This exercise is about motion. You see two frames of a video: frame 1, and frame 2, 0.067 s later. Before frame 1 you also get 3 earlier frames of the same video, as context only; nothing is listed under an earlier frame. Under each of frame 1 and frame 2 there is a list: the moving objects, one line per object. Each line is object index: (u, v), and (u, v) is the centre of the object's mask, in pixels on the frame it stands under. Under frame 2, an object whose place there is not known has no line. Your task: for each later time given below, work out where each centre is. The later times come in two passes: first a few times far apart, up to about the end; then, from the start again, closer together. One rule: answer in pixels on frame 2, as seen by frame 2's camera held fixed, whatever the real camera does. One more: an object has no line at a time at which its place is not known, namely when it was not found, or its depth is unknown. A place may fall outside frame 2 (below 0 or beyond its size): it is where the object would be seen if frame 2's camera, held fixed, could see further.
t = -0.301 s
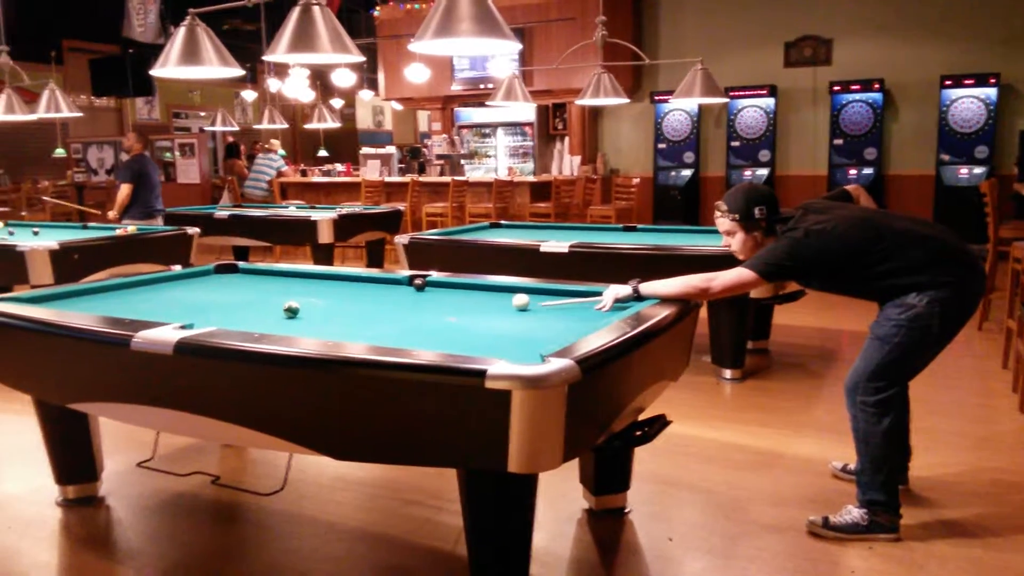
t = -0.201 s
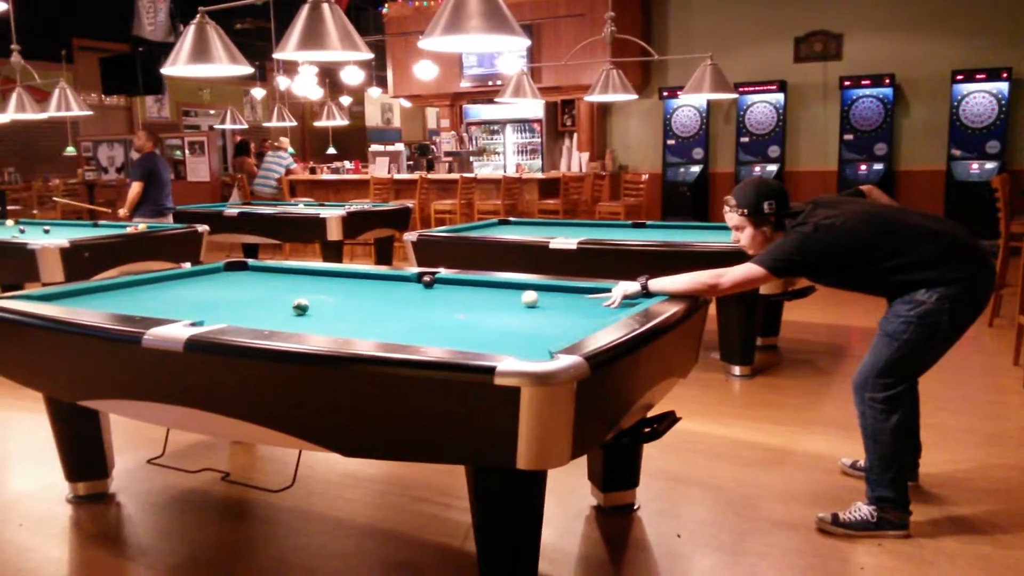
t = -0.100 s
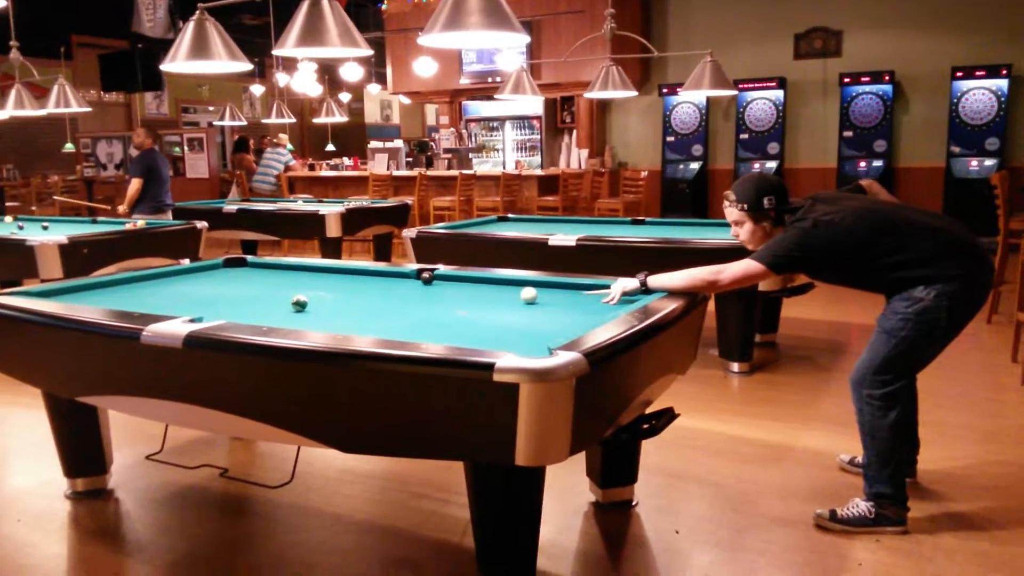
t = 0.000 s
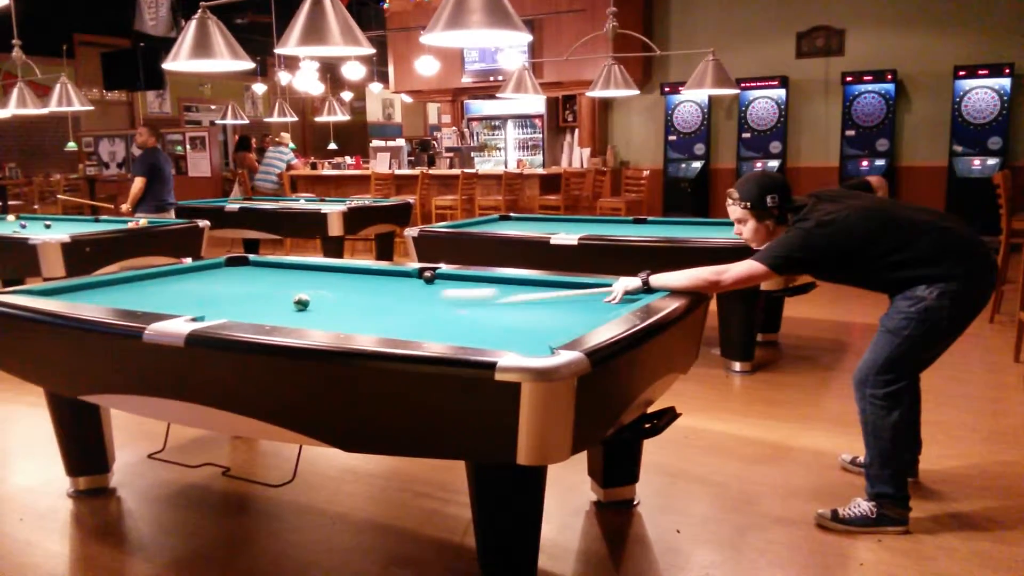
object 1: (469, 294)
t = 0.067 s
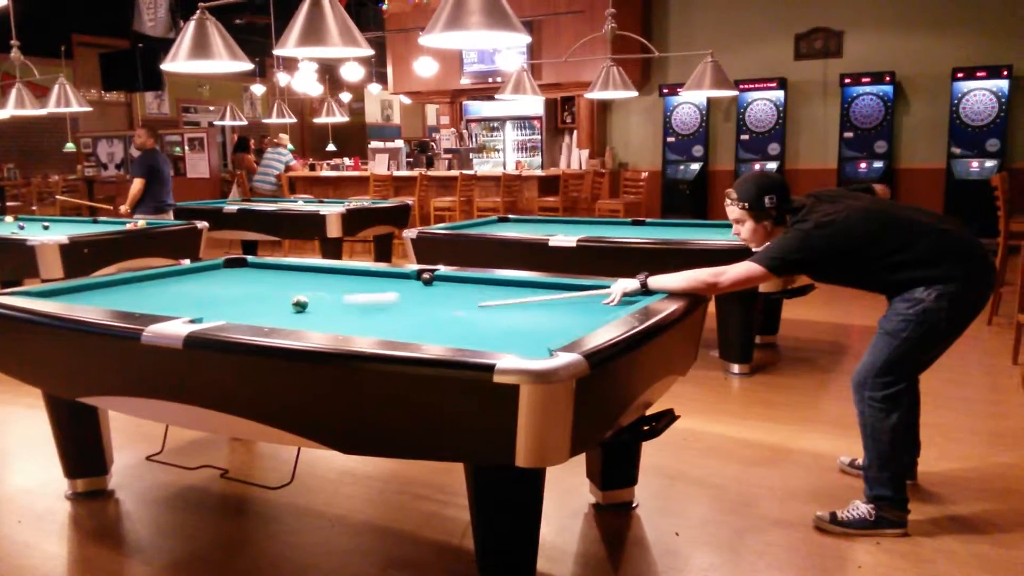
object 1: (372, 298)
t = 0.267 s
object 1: (125, 300)
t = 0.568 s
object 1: (107, 291)
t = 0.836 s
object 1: (213, 289)
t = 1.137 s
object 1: (323, 286)
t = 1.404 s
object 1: (417, 284)
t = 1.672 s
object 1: (508, 280)
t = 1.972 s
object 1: (564, 288)
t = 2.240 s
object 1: (611, 297)
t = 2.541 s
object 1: (612, 303)
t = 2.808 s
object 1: (571, 306)
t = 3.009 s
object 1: (538, 310)
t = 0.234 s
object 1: (150, 300)
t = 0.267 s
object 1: (125, 300)
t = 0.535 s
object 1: (97, 291)
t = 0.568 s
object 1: (107, 291)
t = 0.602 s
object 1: (121, 290)
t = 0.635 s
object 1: (134, 290)
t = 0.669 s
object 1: (148, 290)
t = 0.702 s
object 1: (161, 290)
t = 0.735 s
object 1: (174, 289)
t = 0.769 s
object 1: (186, 289)
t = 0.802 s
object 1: (199, 288)
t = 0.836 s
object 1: (213, 289)
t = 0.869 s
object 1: (224, 288)
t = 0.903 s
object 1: (238, 288)
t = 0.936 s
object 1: (250, 288)
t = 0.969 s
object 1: (262, 288)
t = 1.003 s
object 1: (276, 287)
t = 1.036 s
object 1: (288, 287)
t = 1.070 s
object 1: (300, 287)
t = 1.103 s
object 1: (312, 286)
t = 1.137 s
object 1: (323, 286)
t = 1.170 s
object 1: (336, 286)
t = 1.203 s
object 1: (348, 286)
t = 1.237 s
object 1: (359, 286)
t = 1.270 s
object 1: (371, 286)
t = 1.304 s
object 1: (382, 285)
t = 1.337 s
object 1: (394, 285)
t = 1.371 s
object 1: (406, 285)
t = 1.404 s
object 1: (417, 284)
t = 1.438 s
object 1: (429, 283)
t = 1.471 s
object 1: (440, 284)
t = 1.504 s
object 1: (452, 283)
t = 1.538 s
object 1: (463, 283)
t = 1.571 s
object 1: (475, 282)
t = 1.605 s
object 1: (486, 282)
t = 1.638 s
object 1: (497, 282)
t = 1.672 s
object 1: (508, 280)
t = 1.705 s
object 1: (518, 282)
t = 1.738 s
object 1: (525, 283)
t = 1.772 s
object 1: (530, 283)
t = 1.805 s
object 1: (536, 284)
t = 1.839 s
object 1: (540, 285)
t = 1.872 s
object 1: (546, 286)
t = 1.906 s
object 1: (552, 287)
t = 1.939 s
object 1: (557, 288)
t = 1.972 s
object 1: (564, 288)
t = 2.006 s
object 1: (569, 289)
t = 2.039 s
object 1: (575, 291)
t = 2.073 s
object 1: (581, 291)
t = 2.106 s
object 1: (587, 293)
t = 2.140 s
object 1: (593, 293)
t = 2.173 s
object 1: (599, 294)
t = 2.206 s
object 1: (605, 295)
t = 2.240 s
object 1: (611, 297)
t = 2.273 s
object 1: (617, 297)
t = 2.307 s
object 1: (623, 298)
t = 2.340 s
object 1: (629, 298)
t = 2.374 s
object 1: (635, 298)
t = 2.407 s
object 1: (631, 299)
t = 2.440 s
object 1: (628, 300)
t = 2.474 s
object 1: (622, 302)
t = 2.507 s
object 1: (616, 302)
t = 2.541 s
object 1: (612, 303)
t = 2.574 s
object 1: (608, 303)
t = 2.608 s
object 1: (602, 304)
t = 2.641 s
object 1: (596, 304)
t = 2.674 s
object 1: (591, 305)
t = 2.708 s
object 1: (585, 306)
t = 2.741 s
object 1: (581, 306)
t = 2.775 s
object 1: (577, 306)
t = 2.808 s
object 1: (571, 306)
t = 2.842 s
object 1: (565, 307)
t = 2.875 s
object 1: (560, 307)
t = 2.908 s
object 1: (555, 307)
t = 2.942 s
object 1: (549, 308)
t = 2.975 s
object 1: (545, 309)
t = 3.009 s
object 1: (538, 310)
